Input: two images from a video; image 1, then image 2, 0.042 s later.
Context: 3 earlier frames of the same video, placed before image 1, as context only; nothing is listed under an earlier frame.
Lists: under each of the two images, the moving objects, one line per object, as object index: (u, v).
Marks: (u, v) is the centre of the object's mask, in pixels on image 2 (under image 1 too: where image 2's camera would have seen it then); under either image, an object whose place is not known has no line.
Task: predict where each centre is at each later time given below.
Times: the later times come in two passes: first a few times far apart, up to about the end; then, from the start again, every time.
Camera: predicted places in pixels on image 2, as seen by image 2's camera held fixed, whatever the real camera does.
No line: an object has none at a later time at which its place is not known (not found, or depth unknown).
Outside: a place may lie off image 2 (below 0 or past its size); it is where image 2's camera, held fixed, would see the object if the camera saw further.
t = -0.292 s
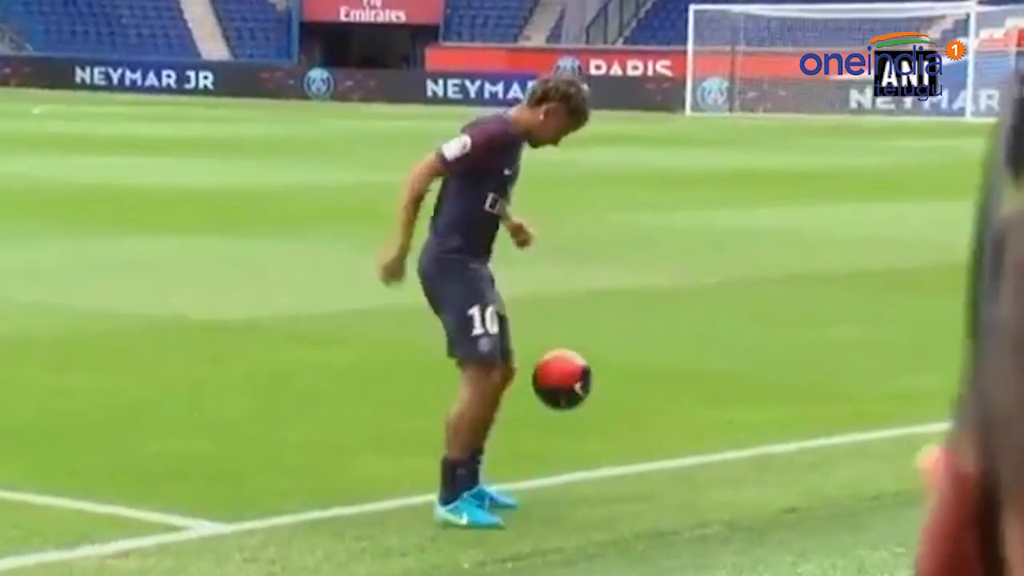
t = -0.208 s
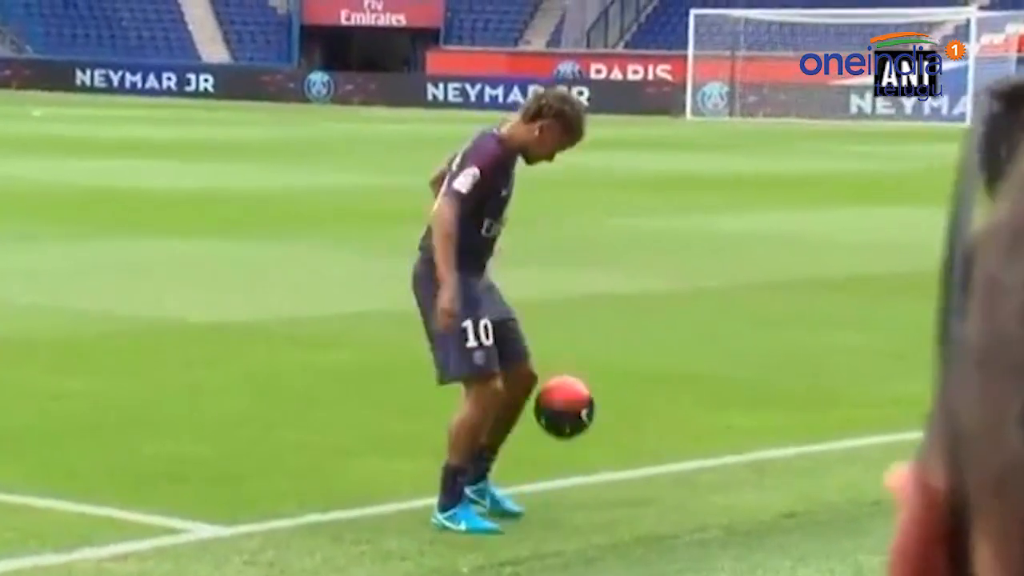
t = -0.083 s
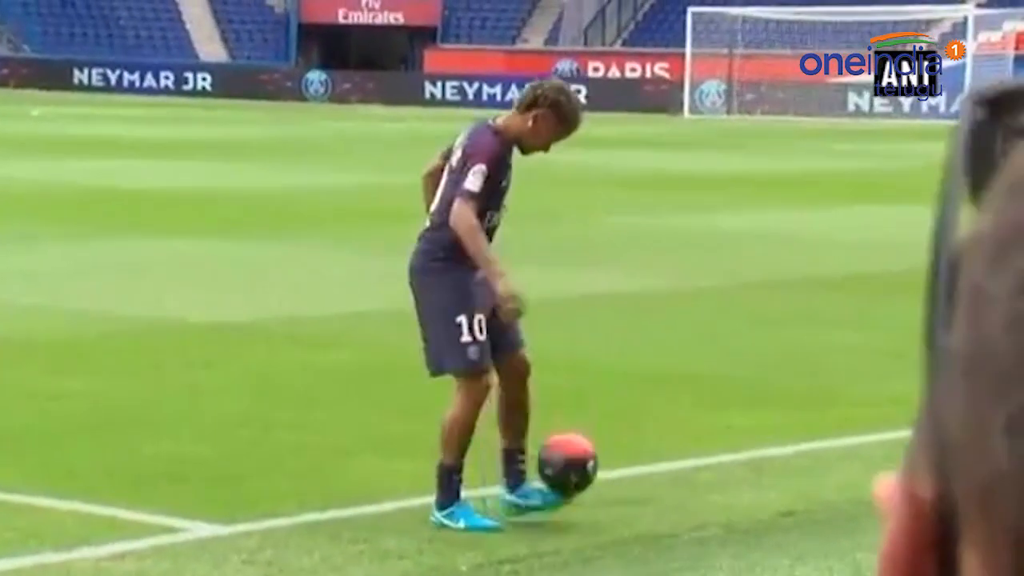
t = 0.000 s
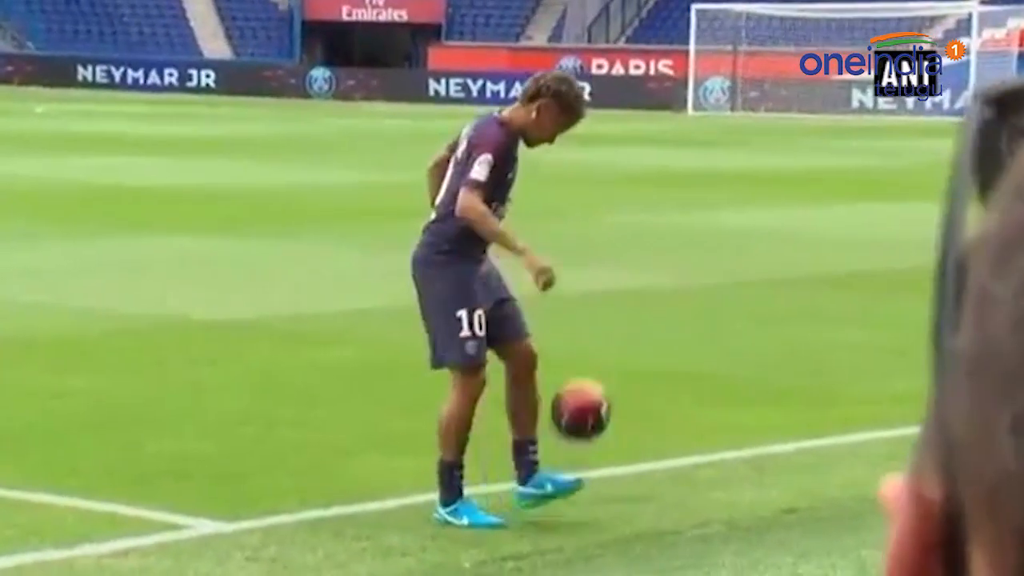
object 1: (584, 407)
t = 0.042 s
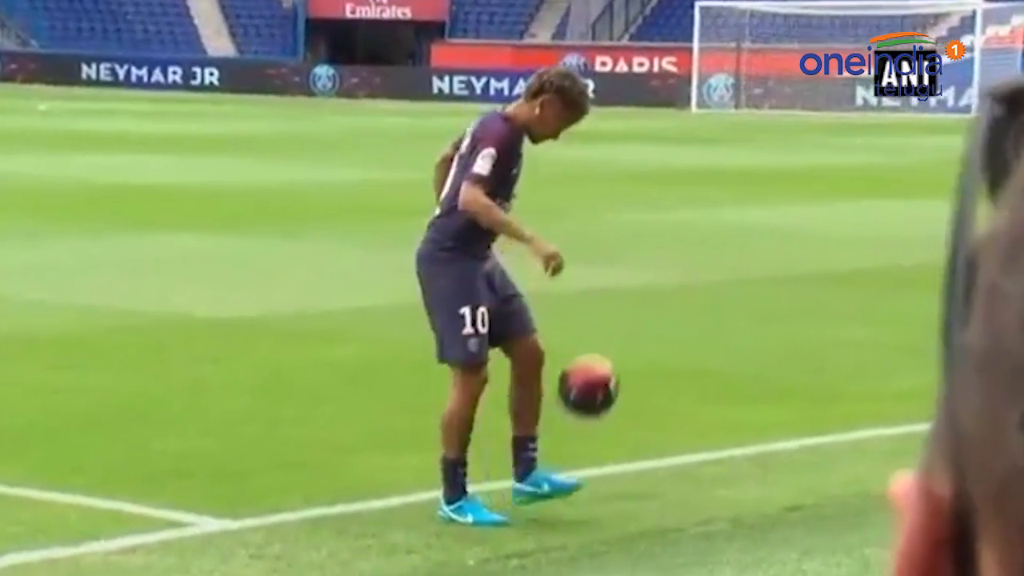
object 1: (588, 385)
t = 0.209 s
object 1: (602, 343)
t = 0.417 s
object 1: (619, 384)
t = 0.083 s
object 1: (592, 368)
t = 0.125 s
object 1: (596, 356)
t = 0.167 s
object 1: (599, 347)
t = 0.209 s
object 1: (602, 343)
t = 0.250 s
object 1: (606, 343)
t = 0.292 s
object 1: (609, 346)
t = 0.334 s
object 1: (613, 354)
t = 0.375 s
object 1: (616, 367)
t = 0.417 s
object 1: (619, 384)
